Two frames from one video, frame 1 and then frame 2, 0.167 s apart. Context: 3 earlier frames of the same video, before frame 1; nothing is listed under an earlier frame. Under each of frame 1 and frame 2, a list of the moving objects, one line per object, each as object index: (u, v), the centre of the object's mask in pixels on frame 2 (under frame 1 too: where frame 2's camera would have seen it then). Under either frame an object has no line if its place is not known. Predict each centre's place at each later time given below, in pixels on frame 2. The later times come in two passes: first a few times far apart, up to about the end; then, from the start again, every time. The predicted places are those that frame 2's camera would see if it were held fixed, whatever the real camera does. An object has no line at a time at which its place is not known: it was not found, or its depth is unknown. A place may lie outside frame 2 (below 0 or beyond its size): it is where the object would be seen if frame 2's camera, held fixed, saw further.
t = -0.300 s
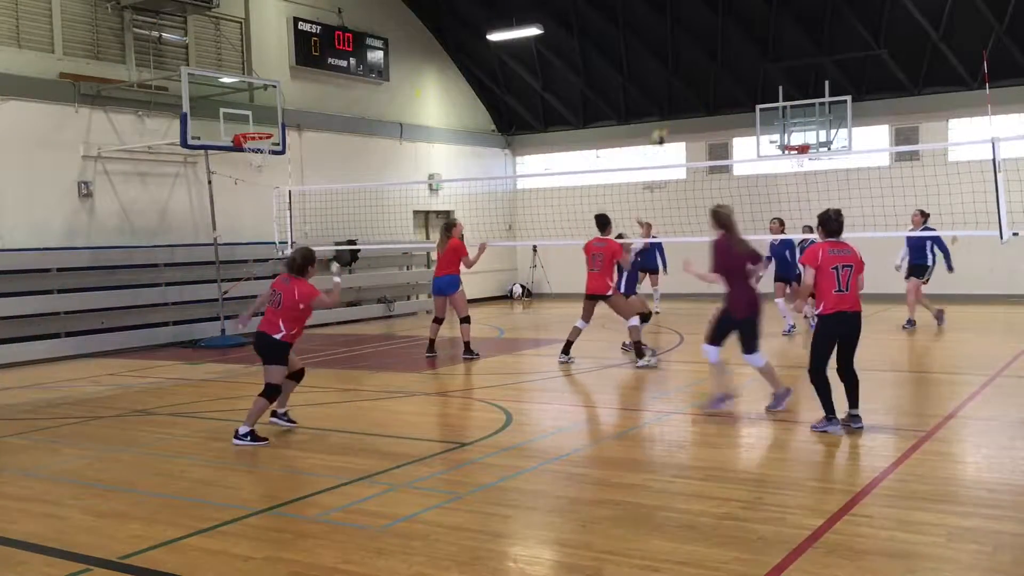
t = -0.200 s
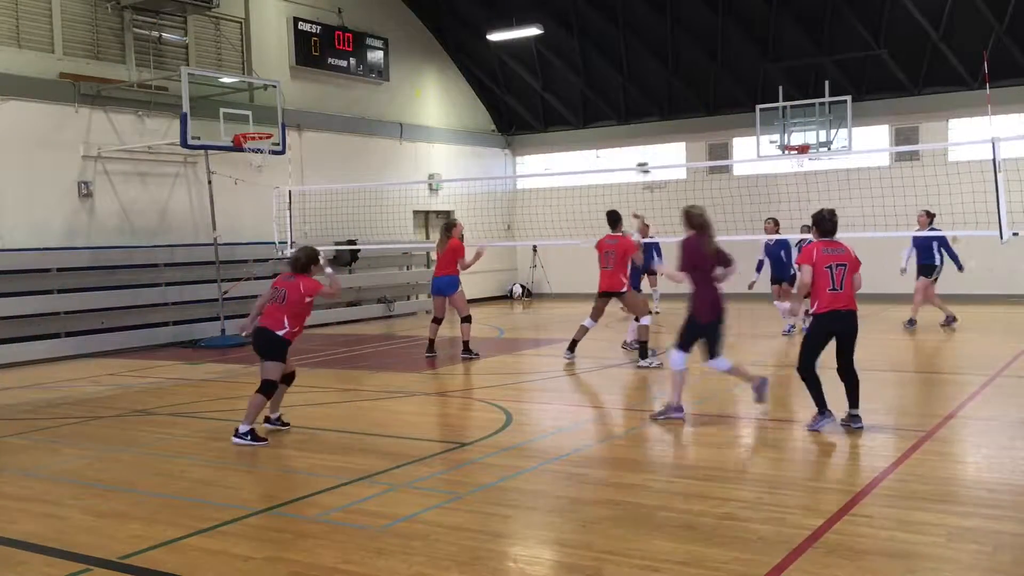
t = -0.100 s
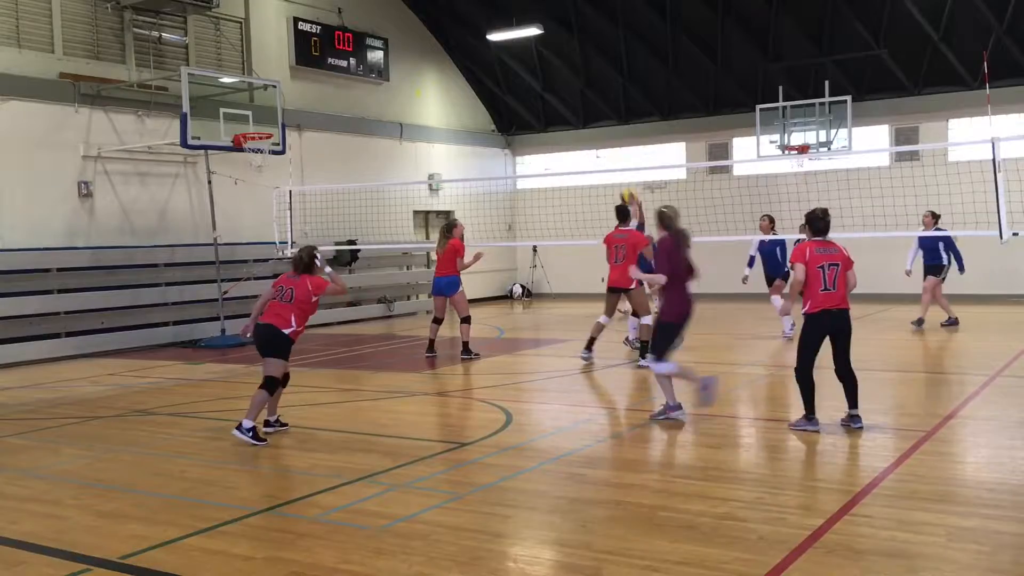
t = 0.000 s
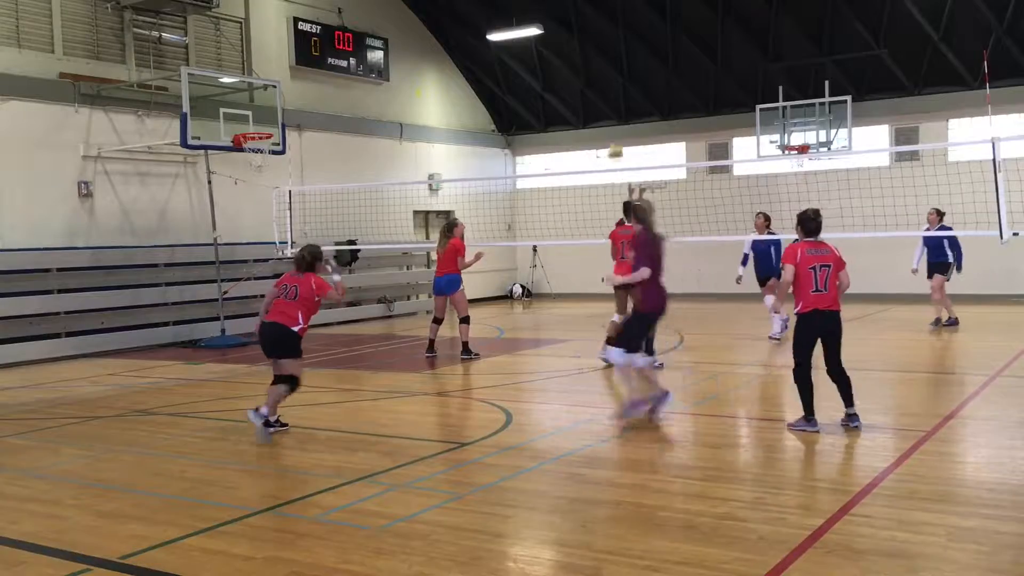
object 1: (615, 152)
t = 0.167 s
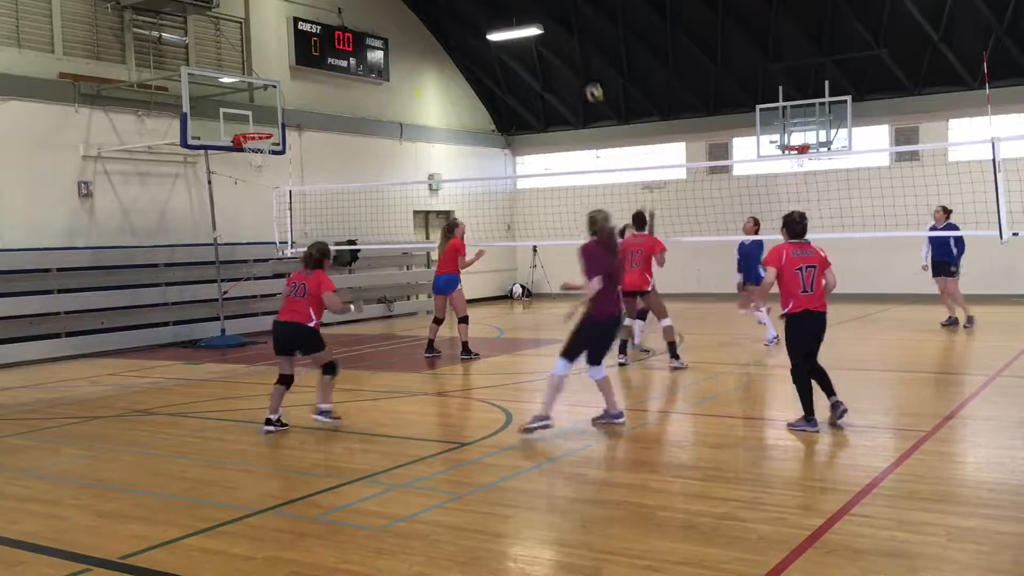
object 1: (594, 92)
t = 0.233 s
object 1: (587, 75)
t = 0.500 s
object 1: (556, 42)
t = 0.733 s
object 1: (533, 55)
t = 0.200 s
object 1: (590, 84)
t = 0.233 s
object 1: (587, 75)
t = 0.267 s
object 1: (583, 68)
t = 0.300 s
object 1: (579, 61)
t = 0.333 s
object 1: (574, 56)
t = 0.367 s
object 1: (571, 51)
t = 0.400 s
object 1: (567, 48)
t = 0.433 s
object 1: (564, 44)
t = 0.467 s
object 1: (560, 43)
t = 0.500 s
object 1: (556, 42)
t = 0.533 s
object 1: (553, 41)
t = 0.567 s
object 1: (550, 42)
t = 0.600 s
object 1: (546, 42)
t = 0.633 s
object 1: (543, 45)
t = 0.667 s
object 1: (539, 47)
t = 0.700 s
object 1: (536, 51)
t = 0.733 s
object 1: (533, 55)
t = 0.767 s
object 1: (529, 60)
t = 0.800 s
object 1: (526, 67)
